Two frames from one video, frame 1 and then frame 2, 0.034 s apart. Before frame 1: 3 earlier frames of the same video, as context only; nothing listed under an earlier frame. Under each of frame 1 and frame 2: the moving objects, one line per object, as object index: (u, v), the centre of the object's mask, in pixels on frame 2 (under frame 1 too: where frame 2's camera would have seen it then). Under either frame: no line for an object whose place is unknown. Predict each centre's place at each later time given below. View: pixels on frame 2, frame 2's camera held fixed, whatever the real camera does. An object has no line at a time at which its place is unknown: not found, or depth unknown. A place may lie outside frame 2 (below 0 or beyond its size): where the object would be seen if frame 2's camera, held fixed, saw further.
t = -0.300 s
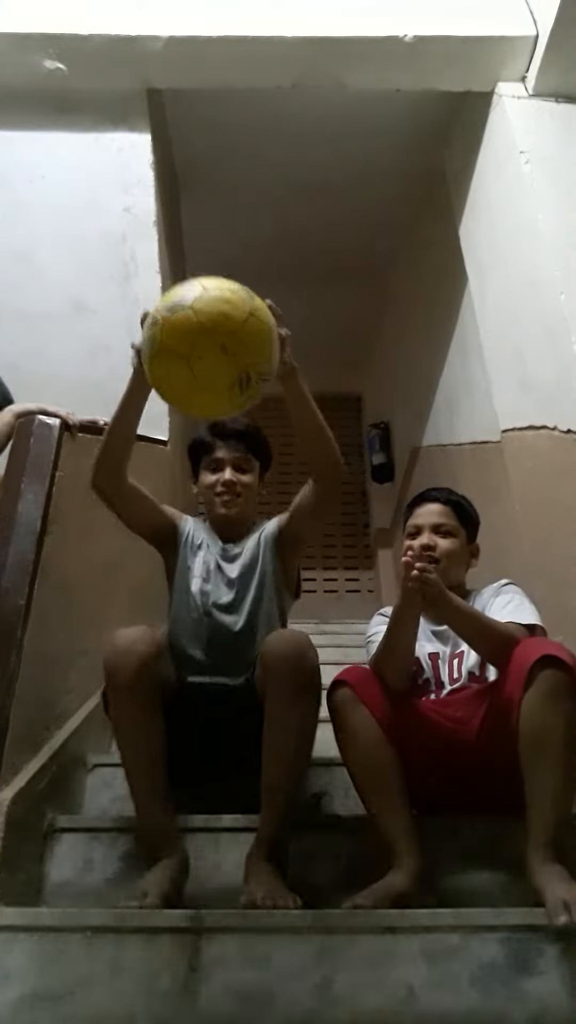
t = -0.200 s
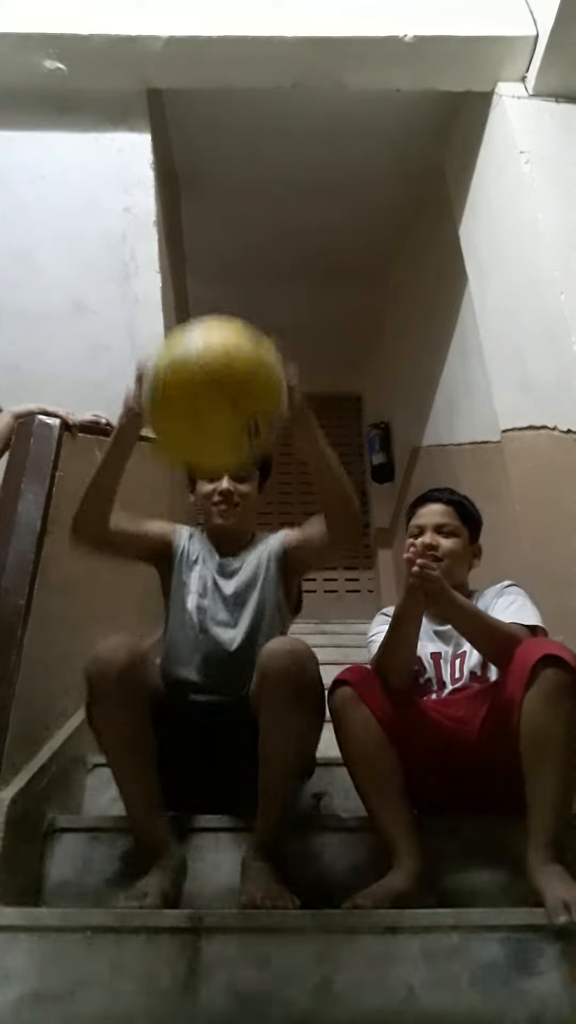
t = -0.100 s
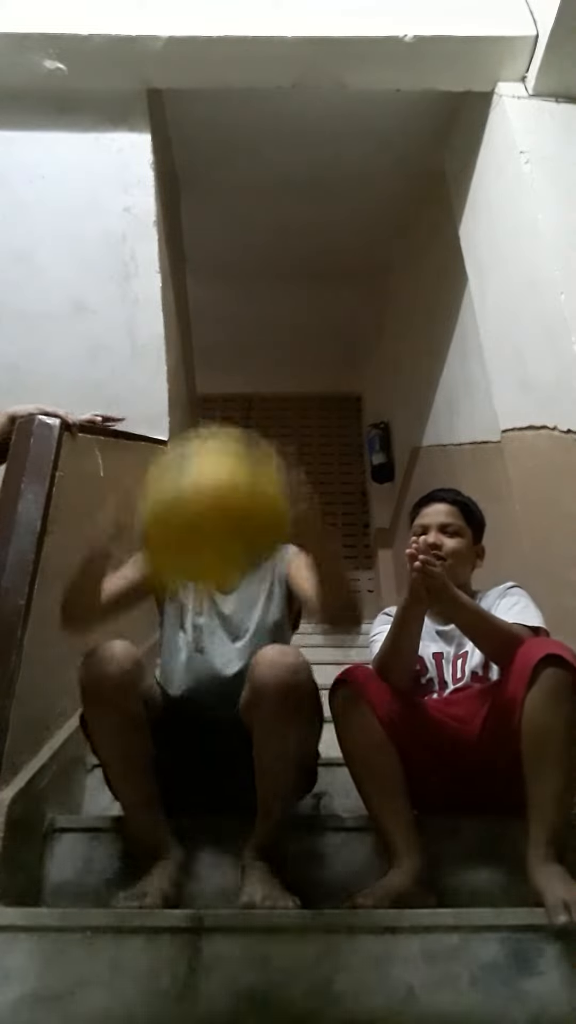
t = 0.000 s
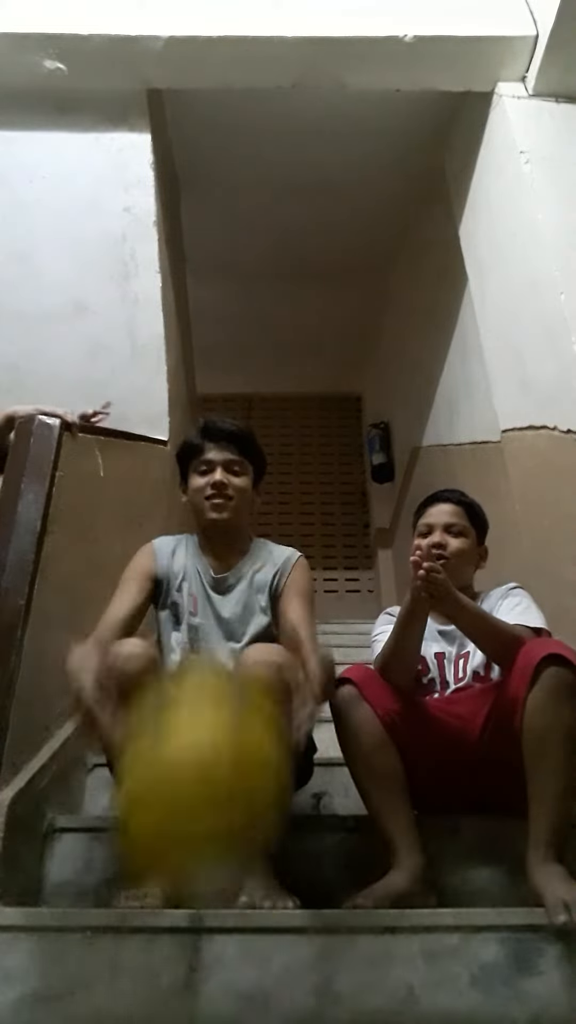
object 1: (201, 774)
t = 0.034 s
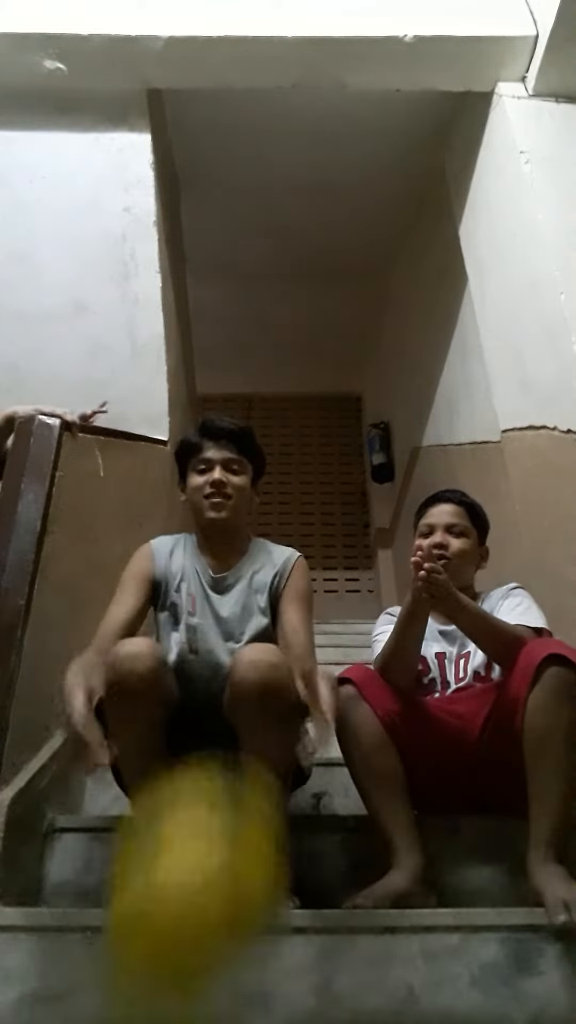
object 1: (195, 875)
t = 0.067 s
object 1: (196, 930)
